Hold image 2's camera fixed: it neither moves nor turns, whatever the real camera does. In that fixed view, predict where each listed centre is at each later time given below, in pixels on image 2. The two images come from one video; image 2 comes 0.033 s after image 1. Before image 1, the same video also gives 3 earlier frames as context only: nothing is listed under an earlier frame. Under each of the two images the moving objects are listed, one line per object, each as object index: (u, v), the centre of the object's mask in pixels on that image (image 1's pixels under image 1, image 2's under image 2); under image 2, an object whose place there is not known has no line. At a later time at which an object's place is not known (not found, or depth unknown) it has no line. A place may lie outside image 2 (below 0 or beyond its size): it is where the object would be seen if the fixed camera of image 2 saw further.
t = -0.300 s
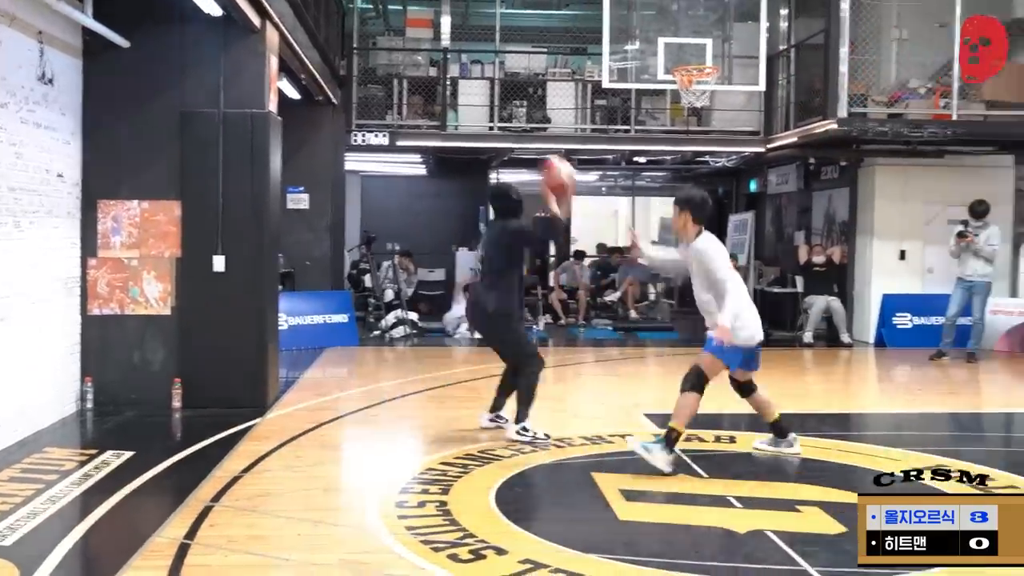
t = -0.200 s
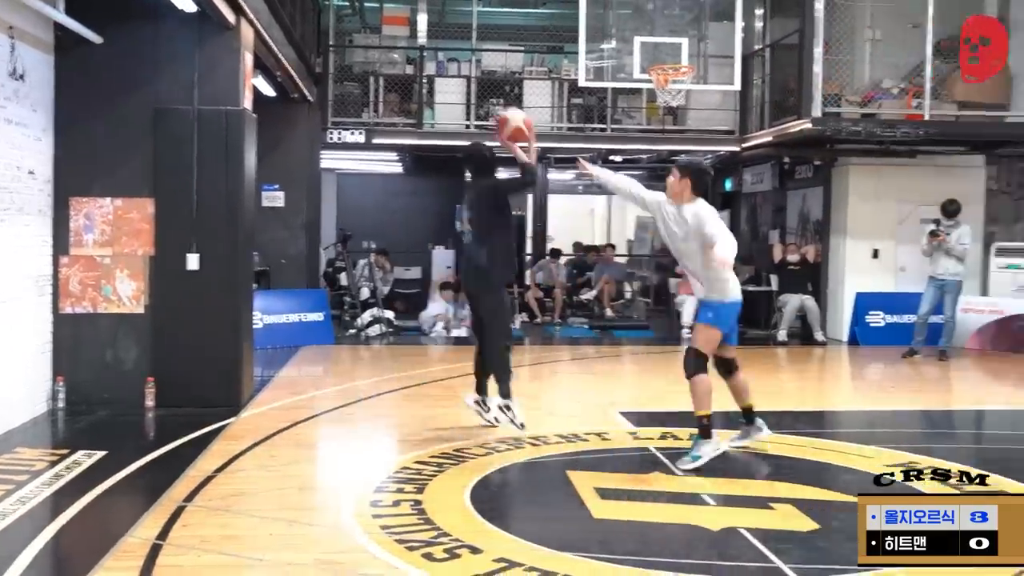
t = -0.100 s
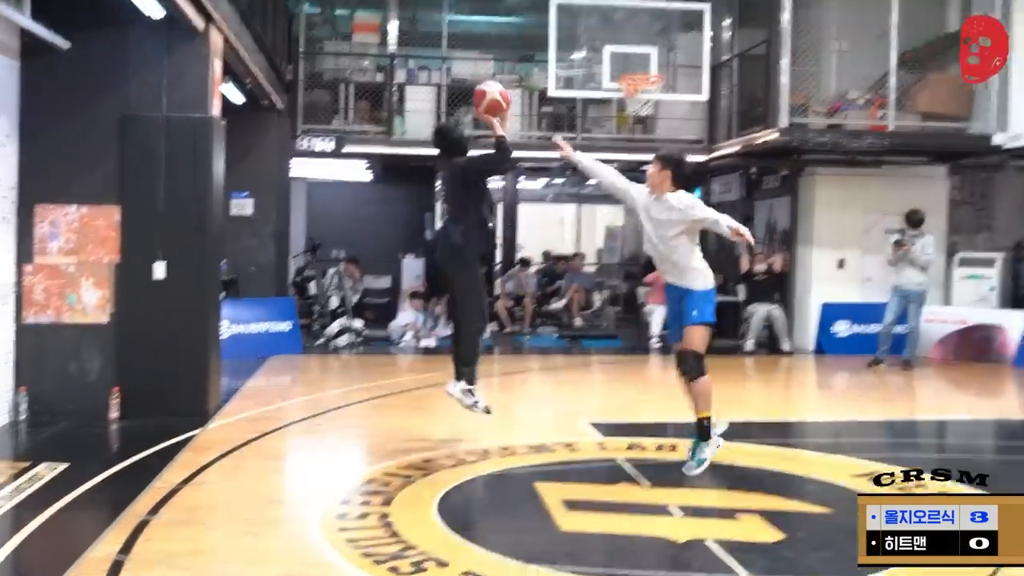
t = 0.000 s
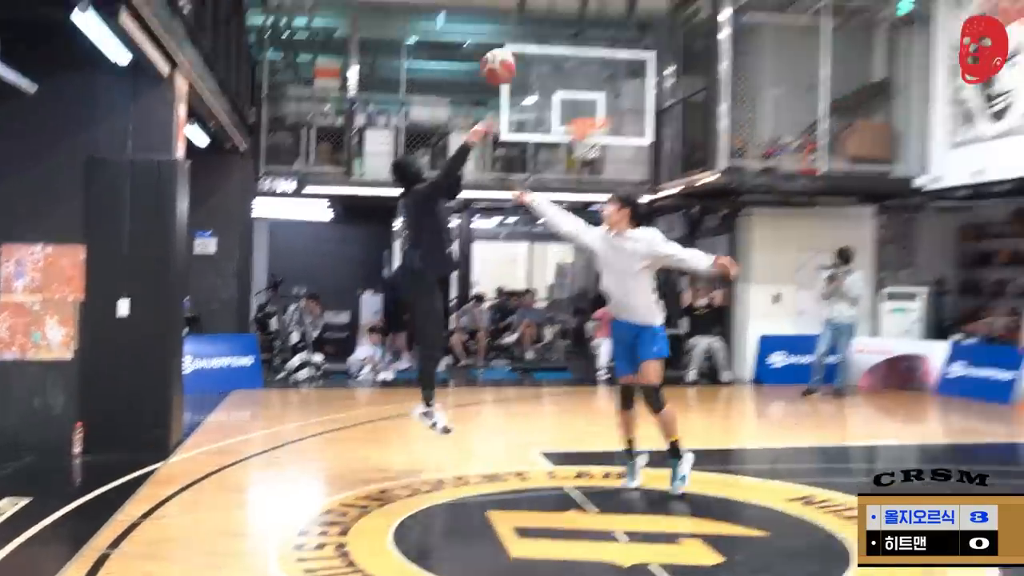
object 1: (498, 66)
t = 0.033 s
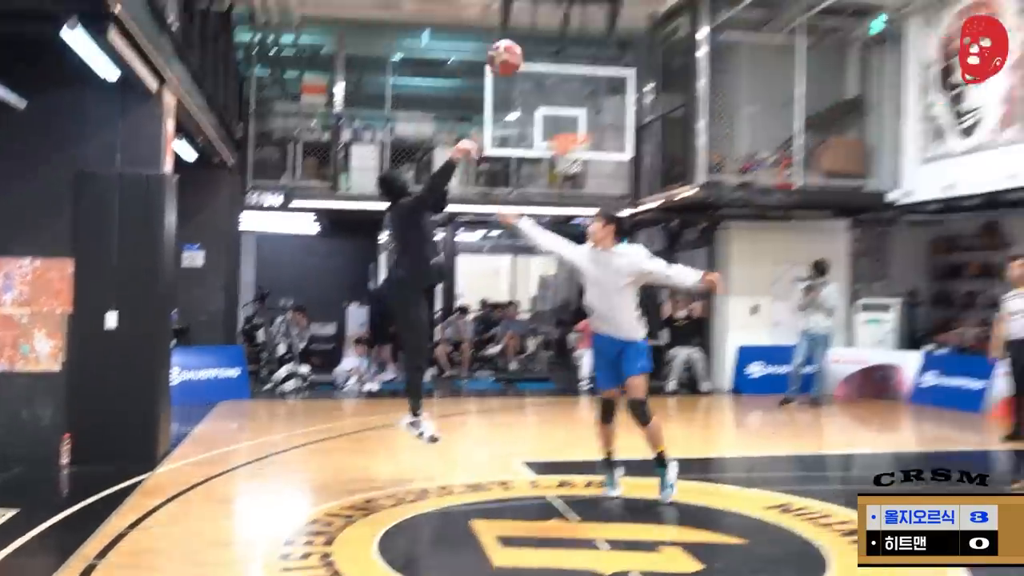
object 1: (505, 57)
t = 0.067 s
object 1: (530, 32)
